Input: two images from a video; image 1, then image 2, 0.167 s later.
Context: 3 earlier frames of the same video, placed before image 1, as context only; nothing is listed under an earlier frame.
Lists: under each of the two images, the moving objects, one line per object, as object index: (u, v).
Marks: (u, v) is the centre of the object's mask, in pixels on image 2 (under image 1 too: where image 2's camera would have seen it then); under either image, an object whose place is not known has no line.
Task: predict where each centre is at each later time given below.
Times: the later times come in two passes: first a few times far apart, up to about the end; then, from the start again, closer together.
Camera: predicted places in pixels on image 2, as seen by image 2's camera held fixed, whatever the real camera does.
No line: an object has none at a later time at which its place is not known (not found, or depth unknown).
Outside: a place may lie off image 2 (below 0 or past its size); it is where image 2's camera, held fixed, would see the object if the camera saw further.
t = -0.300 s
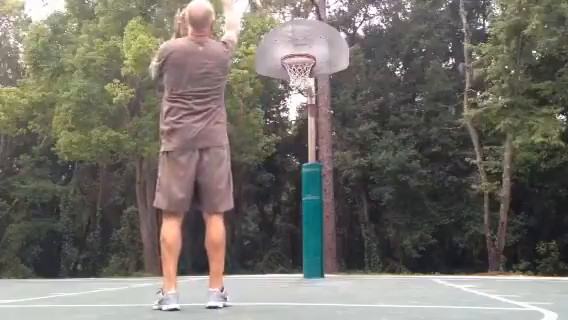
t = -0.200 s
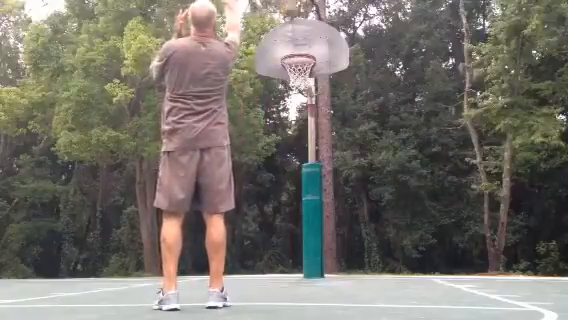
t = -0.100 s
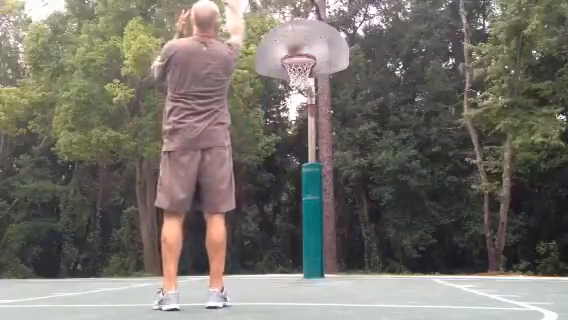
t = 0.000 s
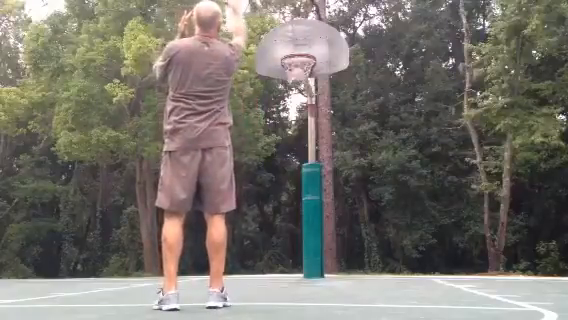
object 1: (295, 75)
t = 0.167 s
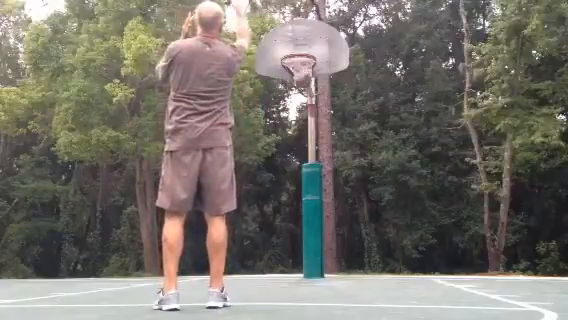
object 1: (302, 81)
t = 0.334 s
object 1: (309, 103)
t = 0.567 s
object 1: (320, 166)
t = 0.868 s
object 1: (331, 244)
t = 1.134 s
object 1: (340, 176)
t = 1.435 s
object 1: (350, 159)
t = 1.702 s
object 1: (362, 197)
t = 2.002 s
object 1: (375, 248)
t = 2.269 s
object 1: (382, 201)
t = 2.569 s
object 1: (391, 212)
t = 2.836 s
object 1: (404, 266)
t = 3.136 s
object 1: (417, 225)
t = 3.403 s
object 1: (432, 246)
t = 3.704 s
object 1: (448, 247)
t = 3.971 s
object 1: (465, 252)
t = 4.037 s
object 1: (470, 262)
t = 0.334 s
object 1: (309, 103)
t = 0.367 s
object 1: (310, 109)
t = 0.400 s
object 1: (311, 115)
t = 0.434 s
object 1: (312, 123)
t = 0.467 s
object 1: (313, 133)
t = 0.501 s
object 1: (315, 142)
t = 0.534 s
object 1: (315, 152)
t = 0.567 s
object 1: (320, 166)
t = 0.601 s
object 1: (320, 179)
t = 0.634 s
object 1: (322, 194)
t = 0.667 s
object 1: (324, 208)
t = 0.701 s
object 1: (326, 224)
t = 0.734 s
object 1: (327, 241)
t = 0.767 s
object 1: (328, 258)
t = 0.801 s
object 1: (329, 269)
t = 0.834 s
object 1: (330, 258)
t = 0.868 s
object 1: (331, 244)
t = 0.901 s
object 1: (332, 232)
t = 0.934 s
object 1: (333, 222)
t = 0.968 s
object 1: (334, 212)
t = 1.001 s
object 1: (335, 203)
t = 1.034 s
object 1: (336, 196)
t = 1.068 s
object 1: (338, 188)
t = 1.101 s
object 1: (338, 183)
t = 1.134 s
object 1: (340, 176)
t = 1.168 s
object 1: (341, 171)
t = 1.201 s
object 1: (342, 167)
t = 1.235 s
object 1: (343, 163)
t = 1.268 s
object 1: (344, 160)
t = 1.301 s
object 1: (345, 159)
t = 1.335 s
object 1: (346, 158)
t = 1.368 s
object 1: (348, 158)
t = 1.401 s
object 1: (349, 158)
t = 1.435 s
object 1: (350, 159)
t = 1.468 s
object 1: (351, 161)
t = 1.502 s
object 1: (354, 164)
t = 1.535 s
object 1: (355, 167)
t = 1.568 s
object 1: (357, 171)
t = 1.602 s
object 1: (358, 176)
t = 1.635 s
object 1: (359, 181)
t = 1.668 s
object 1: (360, 189)
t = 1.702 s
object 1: (362, 197)
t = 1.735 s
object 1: (364, 206)
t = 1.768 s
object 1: (365, 214)
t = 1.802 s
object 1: (367, 225)
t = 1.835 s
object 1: (368, 237)
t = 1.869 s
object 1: (370, 250)
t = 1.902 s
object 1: (372, 263)
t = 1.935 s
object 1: (374, 268)
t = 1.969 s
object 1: (374, 260)
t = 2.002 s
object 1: (375, 248)
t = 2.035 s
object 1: (376, 241)
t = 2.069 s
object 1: (377, 232)
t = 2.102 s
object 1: (378, 225)
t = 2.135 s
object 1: (378, 219)
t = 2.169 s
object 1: (379, 214)
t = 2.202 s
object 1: (381, 209)
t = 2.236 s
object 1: (382, 205)
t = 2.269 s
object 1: (382, 201)
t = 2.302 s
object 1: (384, 200)
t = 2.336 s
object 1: (384, 198)
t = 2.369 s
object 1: (386, 198)
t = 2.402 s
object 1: (385, 198)
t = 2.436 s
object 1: (386, 199)
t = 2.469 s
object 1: (387, 201)
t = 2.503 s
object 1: (389, 204)
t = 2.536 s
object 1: (390, 207)
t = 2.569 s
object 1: (391, 212)
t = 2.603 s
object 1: (393, 216)
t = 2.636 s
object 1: (395, 222)
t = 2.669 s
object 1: (396, 230)
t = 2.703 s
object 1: (398, 239)
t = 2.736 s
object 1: (400, 247)
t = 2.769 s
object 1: (401, 259)
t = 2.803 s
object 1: (403, 269)
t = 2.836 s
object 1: (404, 266)
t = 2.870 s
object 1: (406, 259)
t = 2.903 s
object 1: (406, 253)
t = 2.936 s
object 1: (408, 246)
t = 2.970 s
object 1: (410, 240)
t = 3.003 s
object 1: (411, 234)
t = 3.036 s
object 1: (412, 231)
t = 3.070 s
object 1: (414, 228)
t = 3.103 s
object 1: (415, 226)
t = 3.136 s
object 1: (417, 225)
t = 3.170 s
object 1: (418, 224)
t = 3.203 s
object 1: (420, 224)
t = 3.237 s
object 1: (422, 225)
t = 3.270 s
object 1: (424, 227)
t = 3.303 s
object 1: (425, 230)
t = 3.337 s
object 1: (427, 234)
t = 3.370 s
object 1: (429, 239)
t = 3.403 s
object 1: (432, 246)
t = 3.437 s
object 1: (434, 253)
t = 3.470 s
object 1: (436, 260)
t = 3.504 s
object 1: (438, 268)
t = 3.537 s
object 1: (440, 270)
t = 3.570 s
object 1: (442, 264)
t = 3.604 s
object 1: (443, 260)
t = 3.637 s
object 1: (445, 254)
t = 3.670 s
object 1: (447, 250)
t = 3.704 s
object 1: (448, 247)
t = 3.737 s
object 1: (451, 244)
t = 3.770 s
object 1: (453, 243)
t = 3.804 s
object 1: (454, 242)
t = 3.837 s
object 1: (456, 242)
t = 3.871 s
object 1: (458, 244)
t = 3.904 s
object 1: (461, 246)
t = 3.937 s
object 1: (463, 248)
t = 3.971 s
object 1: (465, 252)
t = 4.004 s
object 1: (468, 258)
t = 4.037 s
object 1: (470, 262)
